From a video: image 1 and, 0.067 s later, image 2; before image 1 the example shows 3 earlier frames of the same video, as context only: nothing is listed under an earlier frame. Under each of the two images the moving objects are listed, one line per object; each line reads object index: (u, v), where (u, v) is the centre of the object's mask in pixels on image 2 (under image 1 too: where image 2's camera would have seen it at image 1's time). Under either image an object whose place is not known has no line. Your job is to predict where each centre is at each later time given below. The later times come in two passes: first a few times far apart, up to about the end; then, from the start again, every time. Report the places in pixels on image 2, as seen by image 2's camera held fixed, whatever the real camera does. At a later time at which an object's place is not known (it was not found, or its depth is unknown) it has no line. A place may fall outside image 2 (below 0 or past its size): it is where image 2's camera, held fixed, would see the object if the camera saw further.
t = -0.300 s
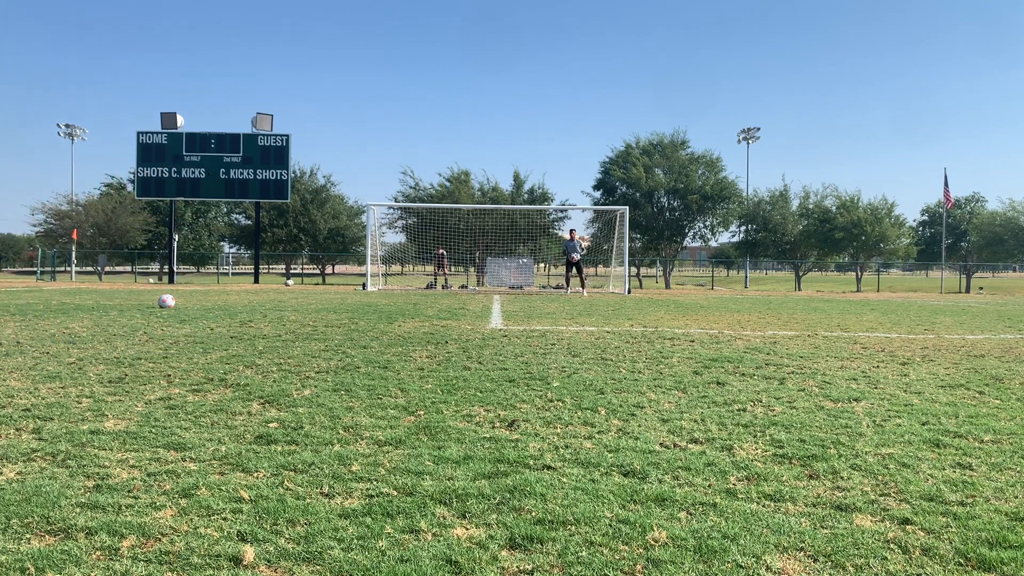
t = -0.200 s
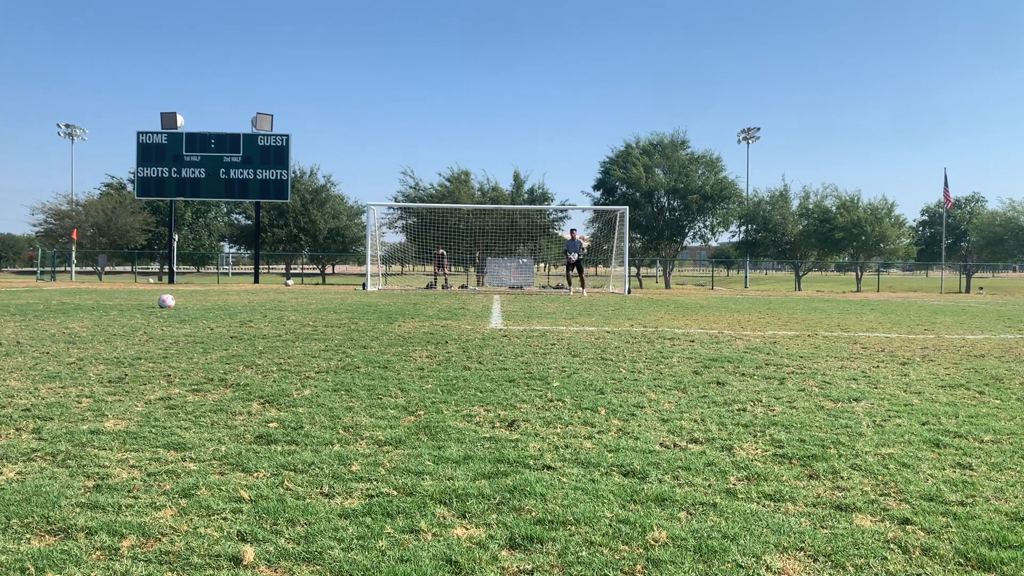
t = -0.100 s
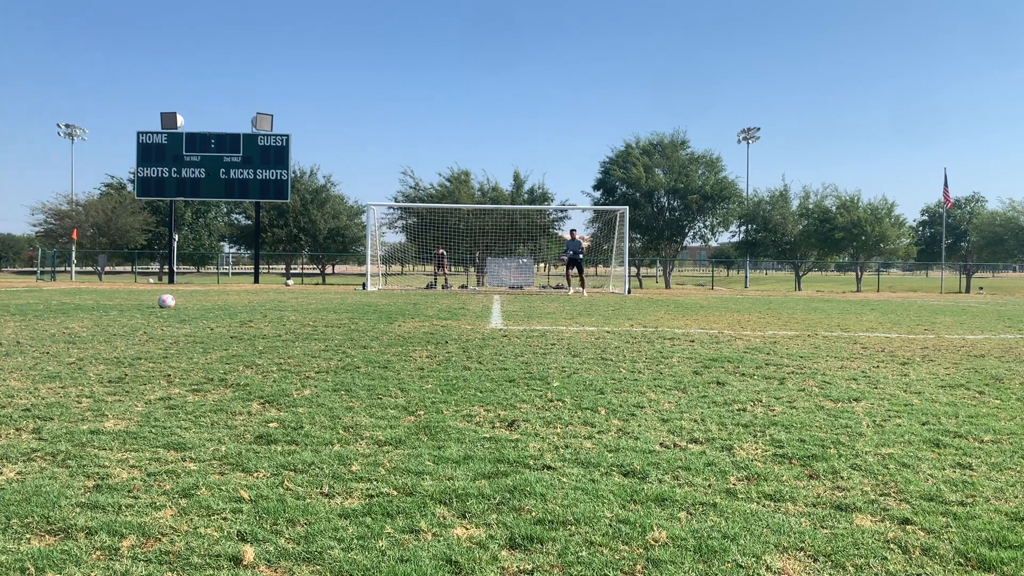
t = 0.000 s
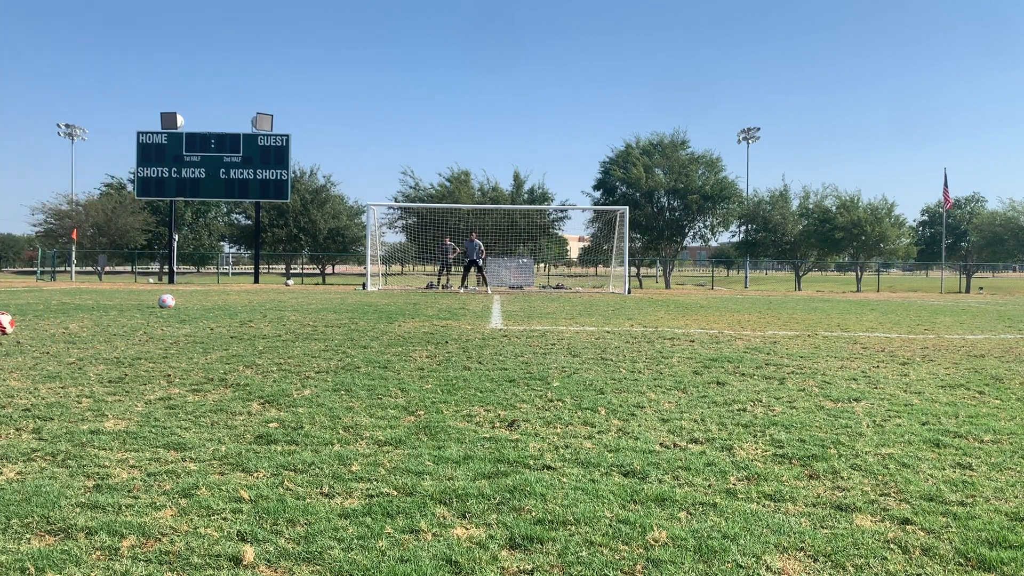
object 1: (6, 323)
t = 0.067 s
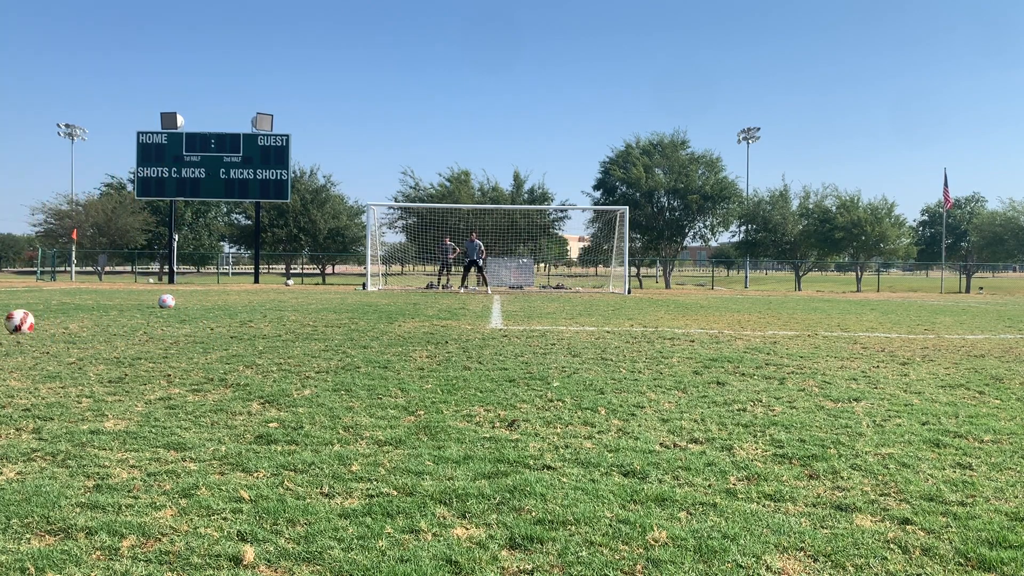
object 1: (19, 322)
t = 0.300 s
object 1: (74, 319)
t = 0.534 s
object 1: (115, 315)
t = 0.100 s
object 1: (29, 321)
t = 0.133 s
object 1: (38, 321)
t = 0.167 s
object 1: (45, 321)
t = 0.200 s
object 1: (53, 320)
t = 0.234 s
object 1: (60, 320)
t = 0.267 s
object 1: (68, 320)
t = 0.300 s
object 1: (74, 319)
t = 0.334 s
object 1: (81, 319)
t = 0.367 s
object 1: (87, 318)
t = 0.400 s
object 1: (93, 318)
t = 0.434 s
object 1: (99, 317)
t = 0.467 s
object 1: (104, 317)
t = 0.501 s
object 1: (110, 315)
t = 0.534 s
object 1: (115, 315)
